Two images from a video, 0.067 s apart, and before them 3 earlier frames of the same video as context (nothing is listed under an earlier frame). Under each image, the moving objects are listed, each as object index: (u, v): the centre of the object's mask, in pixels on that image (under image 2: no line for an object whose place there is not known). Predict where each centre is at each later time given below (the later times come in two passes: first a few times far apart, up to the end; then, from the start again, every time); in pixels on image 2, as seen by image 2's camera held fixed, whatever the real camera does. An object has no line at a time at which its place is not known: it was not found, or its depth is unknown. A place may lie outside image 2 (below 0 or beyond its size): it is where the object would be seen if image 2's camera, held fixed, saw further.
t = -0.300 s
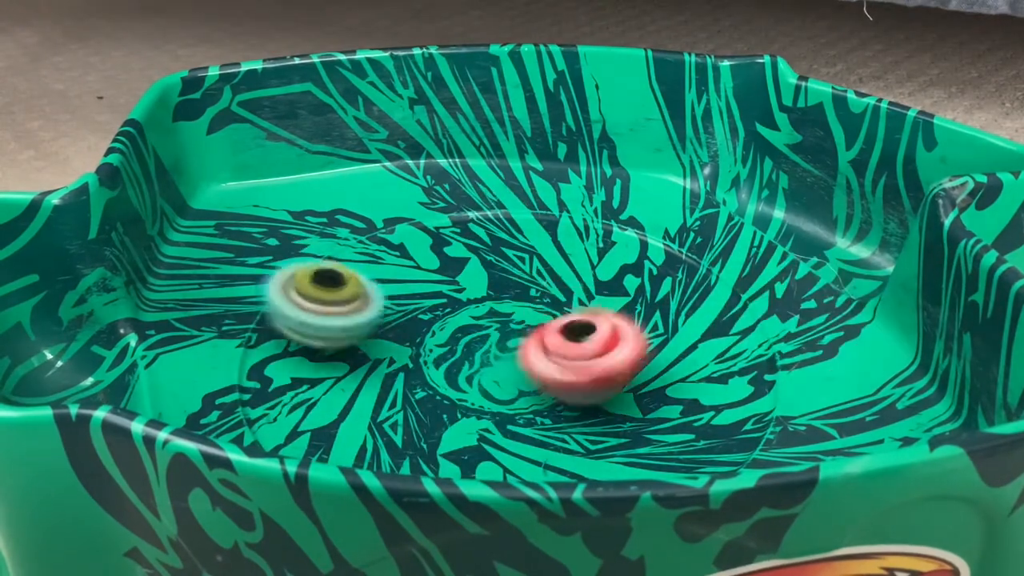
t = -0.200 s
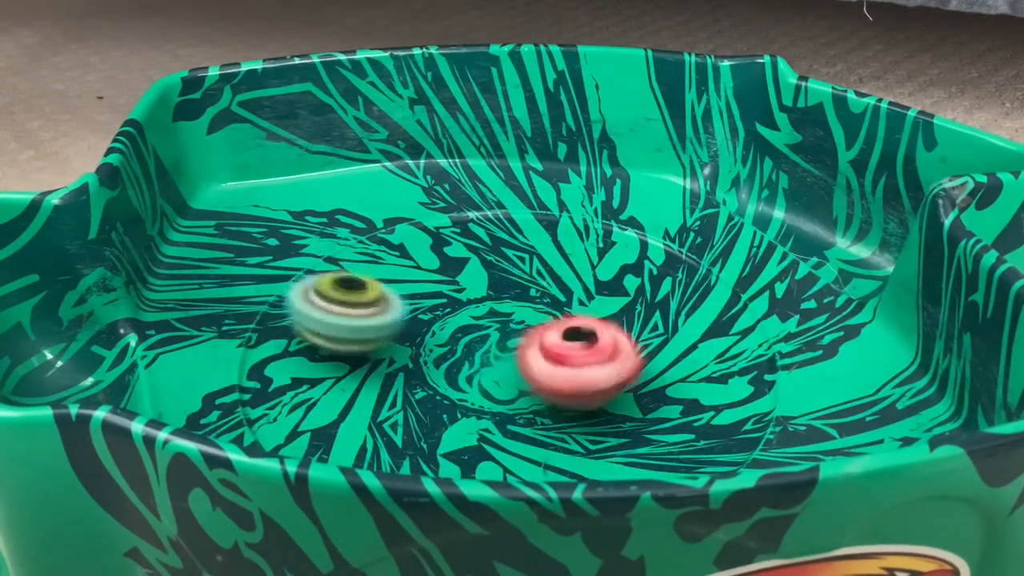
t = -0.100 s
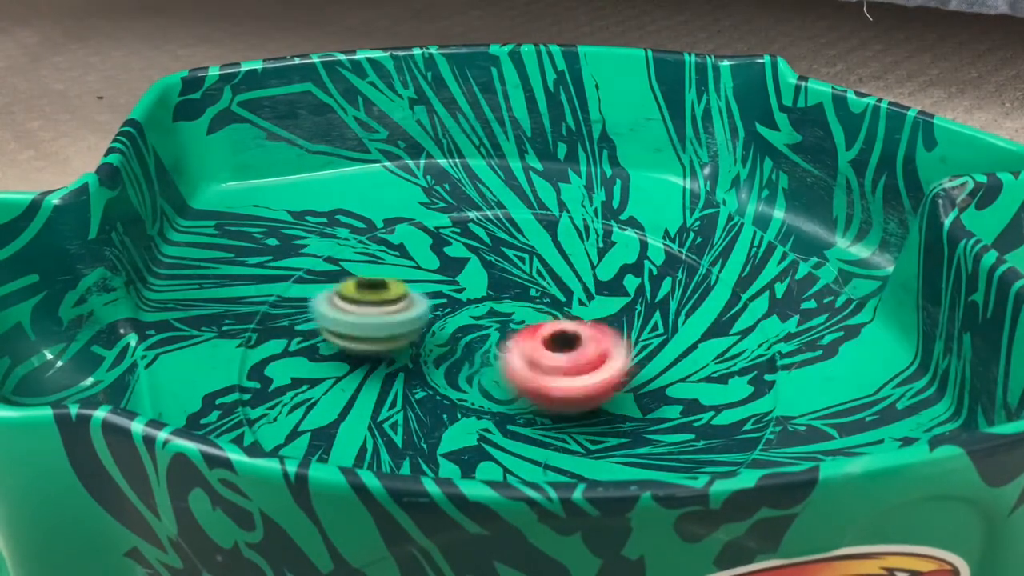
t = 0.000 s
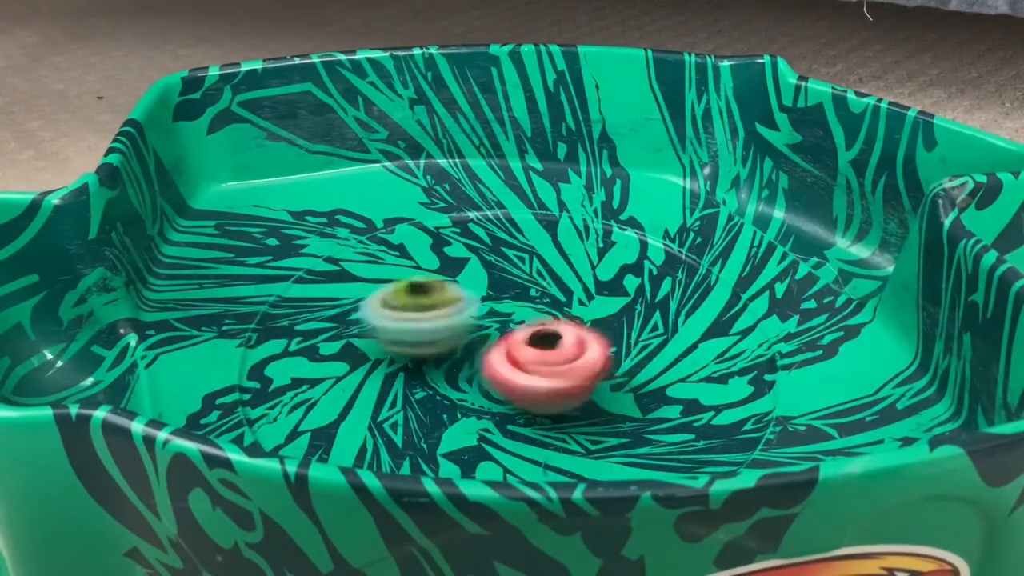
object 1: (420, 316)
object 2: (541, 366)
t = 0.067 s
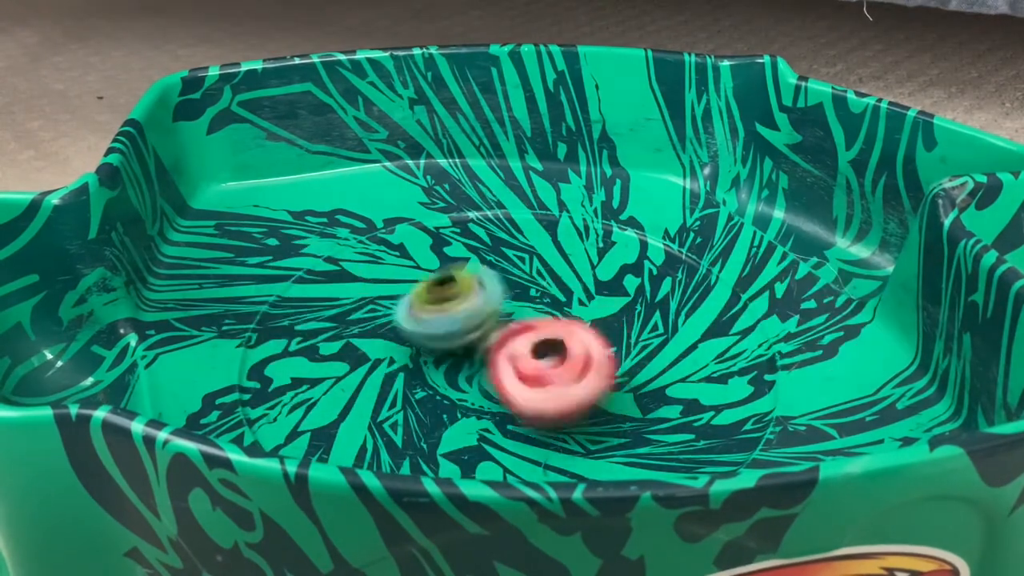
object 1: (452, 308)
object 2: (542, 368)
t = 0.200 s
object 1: (481, 272)
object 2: (593, 385)
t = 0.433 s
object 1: (483, 252)
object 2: (655, 386)
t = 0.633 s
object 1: (475, 257)
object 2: (645, 362)
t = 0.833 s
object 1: (486, 274)
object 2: (587, 330)
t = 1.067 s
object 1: (440, 275)
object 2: (579, 315)
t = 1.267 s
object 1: (447, 300)
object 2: (557, 307)
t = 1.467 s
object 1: (387, 316)
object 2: (624, 314)
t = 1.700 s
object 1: (405, 347)
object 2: (645, 340)
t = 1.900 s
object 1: (481, 358)
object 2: (613, 353)
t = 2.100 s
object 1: (474, 320)
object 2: (633, 368)
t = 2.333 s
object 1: (448, 311)
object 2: (596, 363)
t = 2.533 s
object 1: (401, 320)
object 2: (574, 347)
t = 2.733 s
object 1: (338, 308)
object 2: (623, 322)
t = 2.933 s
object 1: (343, 311)
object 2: (632, 310)
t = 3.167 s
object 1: (404, 340)
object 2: (586, 309)
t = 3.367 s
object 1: (410, 358)
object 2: (521, 307)
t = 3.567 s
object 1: (394, 359)
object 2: (499, 302)
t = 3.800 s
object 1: (411, 369)
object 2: (498, 296)
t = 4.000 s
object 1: (409, 366)
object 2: (507, 325)
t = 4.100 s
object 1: (408, 366)
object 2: (519, 320)
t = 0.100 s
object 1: (459, 297)
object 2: (559, 375)
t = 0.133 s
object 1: (469, 287)
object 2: (569, 380)
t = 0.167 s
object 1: (477, 278)
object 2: (581, 384)
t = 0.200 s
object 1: (481, 272)
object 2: (593, 385)
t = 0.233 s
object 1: (485, 267)
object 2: (603, 388)
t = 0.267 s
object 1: (487, 264)
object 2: (621, 391)
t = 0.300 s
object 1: (487, 261)
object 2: (633, 394)
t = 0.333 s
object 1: (486, 258)
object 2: (647, 393)
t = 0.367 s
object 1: (486, 256)
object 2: (650, 391)
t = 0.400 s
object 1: (485, 254)
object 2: (652, 386)
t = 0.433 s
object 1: (483, 252)
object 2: (655, 386)
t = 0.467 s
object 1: (480, 250)
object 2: (656, 381)
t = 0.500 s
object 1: (478, 250)
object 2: (658, 377)
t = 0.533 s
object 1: (476, 250)
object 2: (655, 377)
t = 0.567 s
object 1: (476, 252)
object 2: (665, 375)
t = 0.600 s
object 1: (476, 253)
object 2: (658, 370)
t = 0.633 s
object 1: (475, 257)
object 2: (645, 362)
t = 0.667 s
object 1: (477, 261)
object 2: (641, 359)
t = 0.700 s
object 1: (478, 264)
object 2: (637, 354)
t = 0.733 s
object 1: (480, 266)
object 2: (617, 345)
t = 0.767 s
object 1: (481, 269)
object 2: (603, 342)
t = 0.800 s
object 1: (484, 272)
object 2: (596, 335)
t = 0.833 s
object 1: (486, 274)
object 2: (587, 330)
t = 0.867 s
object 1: (490, 275)
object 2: (567, 322)
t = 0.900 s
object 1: (478, 274)
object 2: (576, 323)
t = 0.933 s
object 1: (463, 271)
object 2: (581, 323)
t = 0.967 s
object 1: (450, 270)
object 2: (579, 321)
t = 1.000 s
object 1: (443, 271)
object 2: (580, 318)
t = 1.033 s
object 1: (440, 272)
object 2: (576, 314)
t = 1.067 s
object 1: (440, 275)
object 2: (579, 315)
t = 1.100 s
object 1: (442, 277)
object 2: (576, 312)
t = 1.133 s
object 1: (441, 280)
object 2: (573, 312)
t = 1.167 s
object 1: (439, 285)
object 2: (571, 309)
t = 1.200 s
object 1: (441, 291)
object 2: (565, 309)
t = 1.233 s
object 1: (443, 296)
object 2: (570, 309)
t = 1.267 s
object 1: (447, 300)
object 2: (557, 307)
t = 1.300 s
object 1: (433, 307)
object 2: (564, 306)
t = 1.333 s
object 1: (426, 312)
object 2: (578, 310)
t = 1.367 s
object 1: (424, 310)
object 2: (599, 312)
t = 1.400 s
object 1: (408, 309)
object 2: (606, 313)
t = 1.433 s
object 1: (395, 313)
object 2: (611, 315)
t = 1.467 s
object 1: (387, 316)
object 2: (624, 314)
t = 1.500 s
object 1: (383, 319)
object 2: (631, 318)
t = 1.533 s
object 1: (383, 322)
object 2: (642, 325)
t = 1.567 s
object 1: (388, 327)
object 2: (645, 324)
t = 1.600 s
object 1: (386, 333)
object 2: (647, 329)
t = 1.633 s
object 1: (391, 338)
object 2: (654, 332)
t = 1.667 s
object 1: (399, 343)
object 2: (647, 333)
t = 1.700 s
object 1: (405, 347)
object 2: (645, 340)
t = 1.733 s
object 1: (416, 350)
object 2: (646, 341)
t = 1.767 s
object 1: (426, 354)
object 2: (644, 345)
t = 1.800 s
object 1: (438, 355)
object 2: (643, 347)
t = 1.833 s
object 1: (454, 356)
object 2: (635, 350)
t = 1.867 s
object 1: (466, 357)
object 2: (618, 354)
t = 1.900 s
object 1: (481, 358)
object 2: (613, 353)
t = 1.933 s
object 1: (484, 356)
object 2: (607, 354)
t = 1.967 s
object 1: (479, 348)
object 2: (617, 360)
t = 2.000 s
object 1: (482, 341)
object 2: (629, 363)
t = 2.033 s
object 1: (481, 333)
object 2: (621, 361)
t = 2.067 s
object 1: (477, 326)
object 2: (627, 368)
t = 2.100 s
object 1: (474, 320)
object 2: (633, 368)
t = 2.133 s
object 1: (473, 318)
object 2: (629, 369)
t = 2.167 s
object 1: (468, 317)
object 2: (626, 370)
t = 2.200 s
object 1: (465, 315)
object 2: (626, 368)
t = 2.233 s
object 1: (461, 311)
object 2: (618, 368)
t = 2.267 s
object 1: (455, 309)
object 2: (613, 368)
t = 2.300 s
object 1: (450, 309)
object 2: (608, 365)
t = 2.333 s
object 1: (448, 311)
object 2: (596, 363)
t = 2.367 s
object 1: (449, 313)
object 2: (590, 361)
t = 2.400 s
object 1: (449, 316)
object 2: (577, 358)
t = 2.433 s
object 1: (443, 317)
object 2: (567, 354)
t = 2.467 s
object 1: (436, 318)
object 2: (559, 350)
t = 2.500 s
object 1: (433, 321)
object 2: (551, 347)
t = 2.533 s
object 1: (401, 320)
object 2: (574, 347)
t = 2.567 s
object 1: (380, 318)
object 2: (580, 343)
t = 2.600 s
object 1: (363, 314)
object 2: (598, 337)
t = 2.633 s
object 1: (352, 312)
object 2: (611, 331)
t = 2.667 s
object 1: (344, 310)
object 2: (623, 332)
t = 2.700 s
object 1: (340, 307)
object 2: (612, 328)
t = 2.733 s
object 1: (338, 308)
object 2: (623, 322)
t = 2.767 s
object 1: (339, 309)
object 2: (626, 320)
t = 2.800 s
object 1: (340, 308)
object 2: (637, 318)
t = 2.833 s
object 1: (339, 310)
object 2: (637, 317)
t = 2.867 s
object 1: (338, 308)
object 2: (633, 314)
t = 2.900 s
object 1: (339, 310)
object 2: (628, 314)
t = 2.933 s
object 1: (343, 311)
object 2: (632, 310)
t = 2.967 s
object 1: (347, 312)
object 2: (629, 310)
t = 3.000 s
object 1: (352, 316)
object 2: (618, 303)
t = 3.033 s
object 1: (361, 319)
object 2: (617, 310)
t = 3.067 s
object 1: (370, 320)
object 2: (600, 309)
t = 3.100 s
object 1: (380, 323)
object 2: (602, 308)
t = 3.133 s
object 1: (393, 330)
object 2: (592, 306)
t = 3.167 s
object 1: (404, 340)
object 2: (586, 309)
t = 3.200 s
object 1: (411, 345)
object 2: (569, 310)
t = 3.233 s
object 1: (415, 351)
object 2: (562, 307)
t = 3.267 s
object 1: (414, 355)
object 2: (551, 304)
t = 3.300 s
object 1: (412, 356)
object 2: (543, 306)
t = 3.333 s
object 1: (411, 358)
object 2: (531, 308)
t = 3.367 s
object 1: (410, 358)
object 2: (521, 307)
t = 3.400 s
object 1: (410, 358)
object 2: (512, 306)
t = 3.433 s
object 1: (410, 358)
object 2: (498, 305)
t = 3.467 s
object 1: (403, 356)
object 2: (494, 306)
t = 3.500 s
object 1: (397, 356)
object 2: (491, 305)
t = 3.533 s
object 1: (394, 357)
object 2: (499, 302)
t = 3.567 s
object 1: (394, 359)
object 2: (499, 302)
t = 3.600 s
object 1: (395, 359)
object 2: (491, 301)
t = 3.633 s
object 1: (401, 360)
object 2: (494, 303)
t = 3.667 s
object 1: (406, 362)
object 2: (481, 306)
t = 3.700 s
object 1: (407, 364)
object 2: (494, 301)
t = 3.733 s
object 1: (409, 366)
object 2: (498, 300)
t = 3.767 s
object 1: (411, 369)
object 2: (498, 301)
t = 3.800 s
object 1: (411, 369)
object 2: (498, 296)
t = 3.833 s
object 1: (412, 369)
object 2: (483, 318)
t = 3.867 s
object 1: (411, 368)
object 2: (484, 313)
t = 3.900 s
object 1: (410, 367)
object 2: (500, 311)
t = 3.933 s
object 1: (410, 366)
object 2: (498, 311)
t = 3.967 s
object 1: (409, 366)
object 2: (505, 316)
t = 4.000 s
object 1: (409, 366)
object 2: (507, 325)
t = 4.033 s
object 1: (410, 367)
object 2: (492, 327)
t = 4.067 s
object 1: (408, 367)
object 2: (510, 327)
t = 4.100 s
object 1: (408, 366)
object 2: (519, 320)
